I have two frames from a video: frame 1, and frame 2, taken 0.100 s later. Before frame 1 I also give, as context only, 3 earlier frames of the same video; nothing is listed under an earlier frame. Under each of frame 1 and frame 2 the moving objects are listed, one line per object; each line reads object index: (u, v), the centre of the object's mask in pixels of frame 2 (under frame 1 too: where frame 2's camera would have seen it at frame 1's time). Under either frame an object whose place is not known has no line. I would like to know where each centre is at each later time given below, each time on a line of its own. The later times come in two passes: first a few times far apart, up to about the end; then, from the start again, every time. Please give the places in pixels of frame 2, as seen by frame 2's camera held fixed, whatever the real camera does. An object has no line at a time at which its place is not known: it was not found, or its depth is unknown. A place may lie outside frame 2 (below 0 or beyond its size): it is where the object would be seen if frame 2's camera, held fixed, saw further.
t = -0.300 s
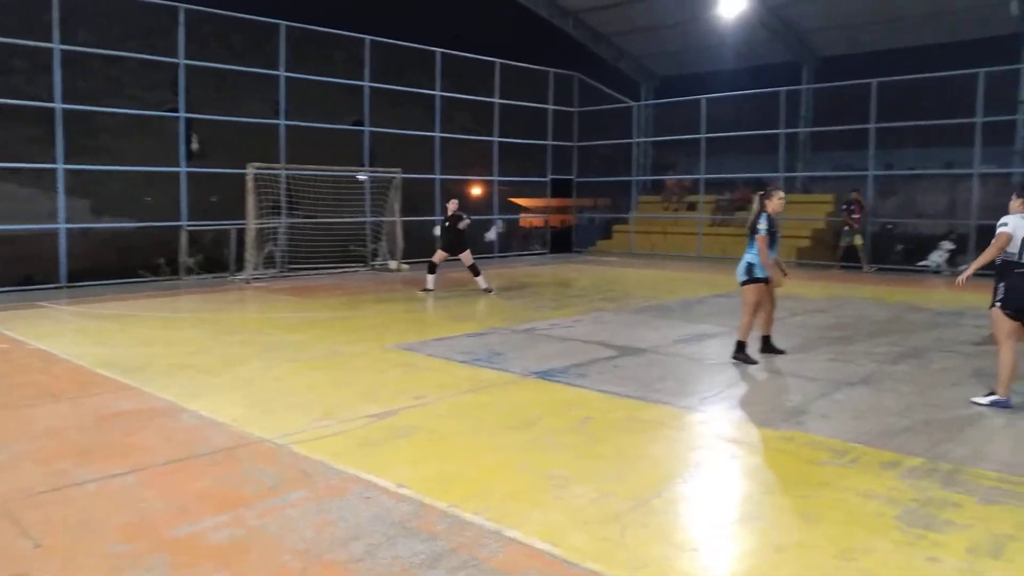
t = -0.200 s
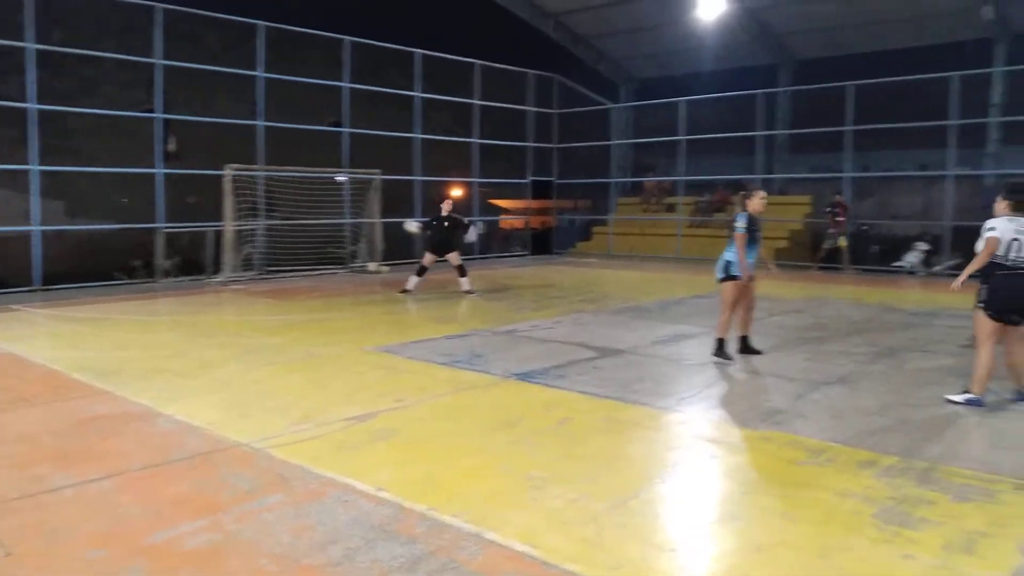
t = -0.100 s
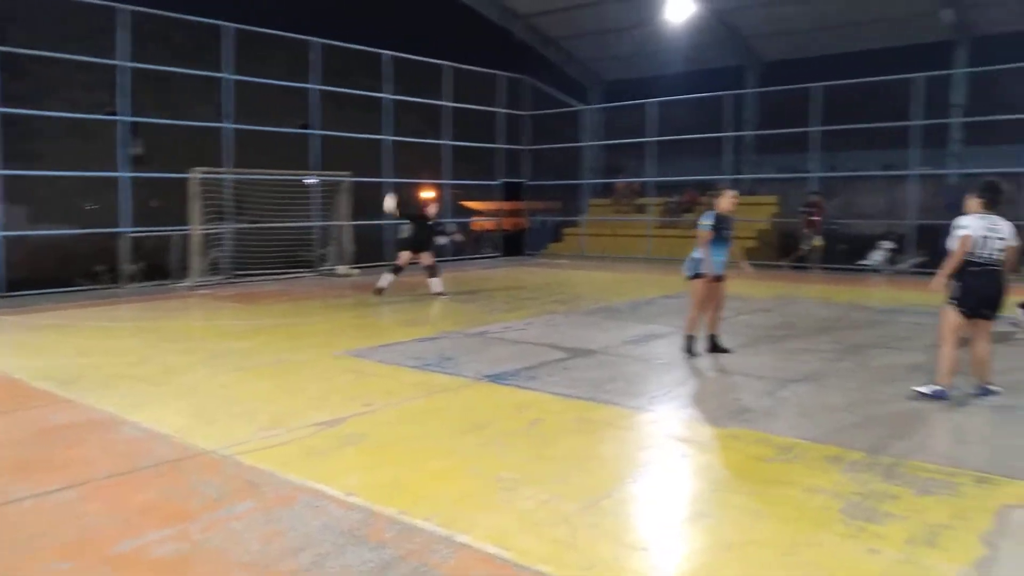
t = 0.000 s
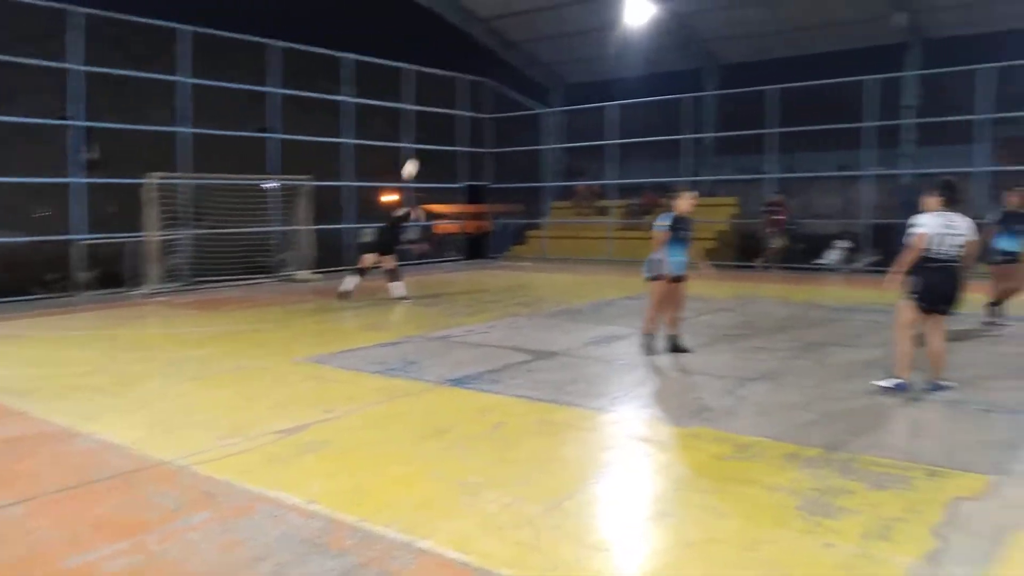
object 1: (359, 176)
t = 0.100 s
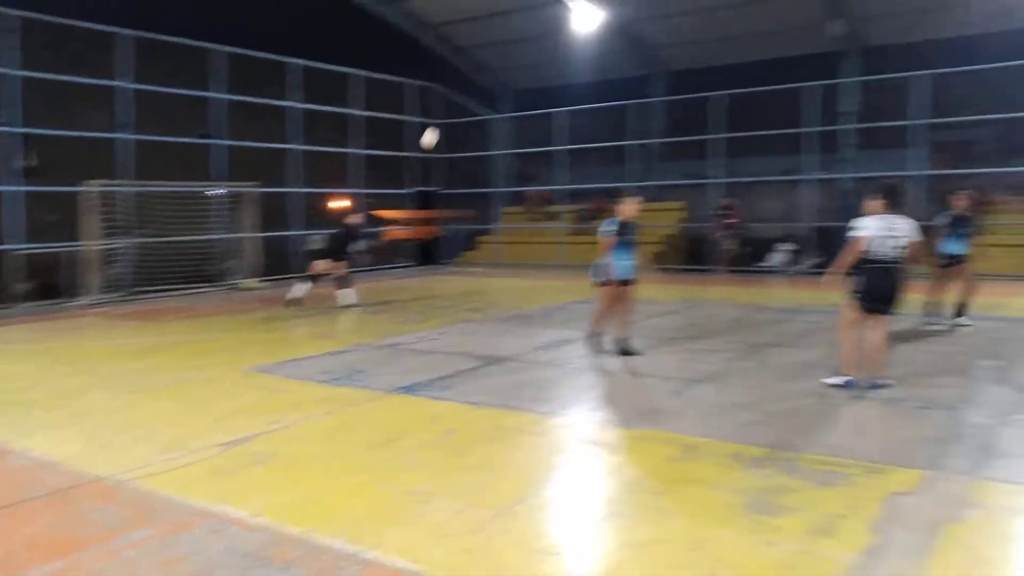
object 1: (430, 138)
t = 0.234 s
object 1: (538, 91)
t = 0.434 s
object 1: (751, 35)
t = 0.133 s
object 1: (455, 126)
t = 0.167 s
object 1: (480, 114)
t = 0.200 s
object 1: (509, 102)
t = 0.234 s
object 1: (538, 91)
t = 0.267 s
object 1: (570, 81)
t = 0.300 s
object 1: (603, 70)
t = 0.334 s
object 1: (637, 61)
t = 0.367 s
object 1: (672, 52)
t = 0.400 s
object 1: (710, 43)
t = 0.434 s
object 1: (751, 35)
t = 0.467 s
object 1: (793, 28)
